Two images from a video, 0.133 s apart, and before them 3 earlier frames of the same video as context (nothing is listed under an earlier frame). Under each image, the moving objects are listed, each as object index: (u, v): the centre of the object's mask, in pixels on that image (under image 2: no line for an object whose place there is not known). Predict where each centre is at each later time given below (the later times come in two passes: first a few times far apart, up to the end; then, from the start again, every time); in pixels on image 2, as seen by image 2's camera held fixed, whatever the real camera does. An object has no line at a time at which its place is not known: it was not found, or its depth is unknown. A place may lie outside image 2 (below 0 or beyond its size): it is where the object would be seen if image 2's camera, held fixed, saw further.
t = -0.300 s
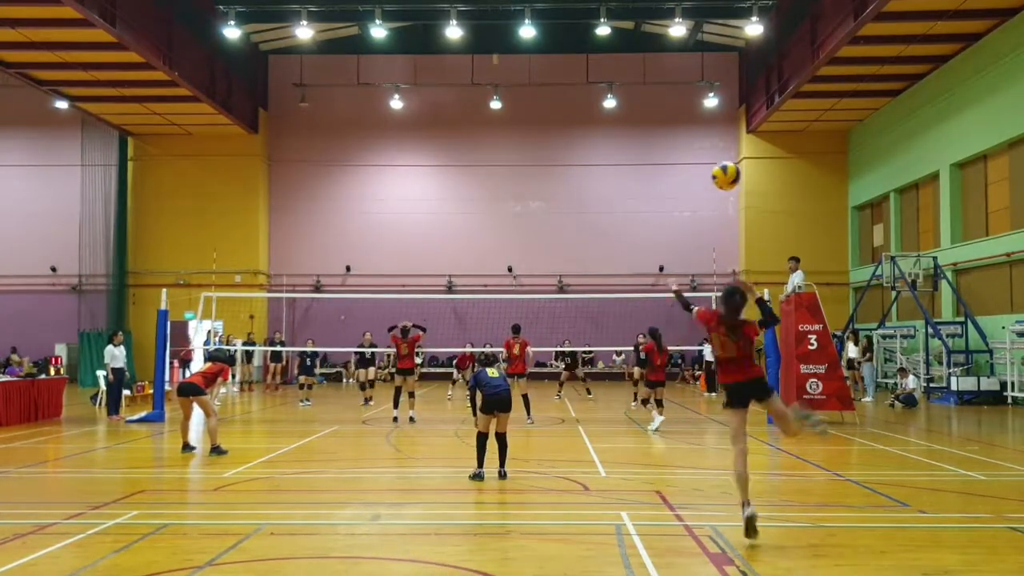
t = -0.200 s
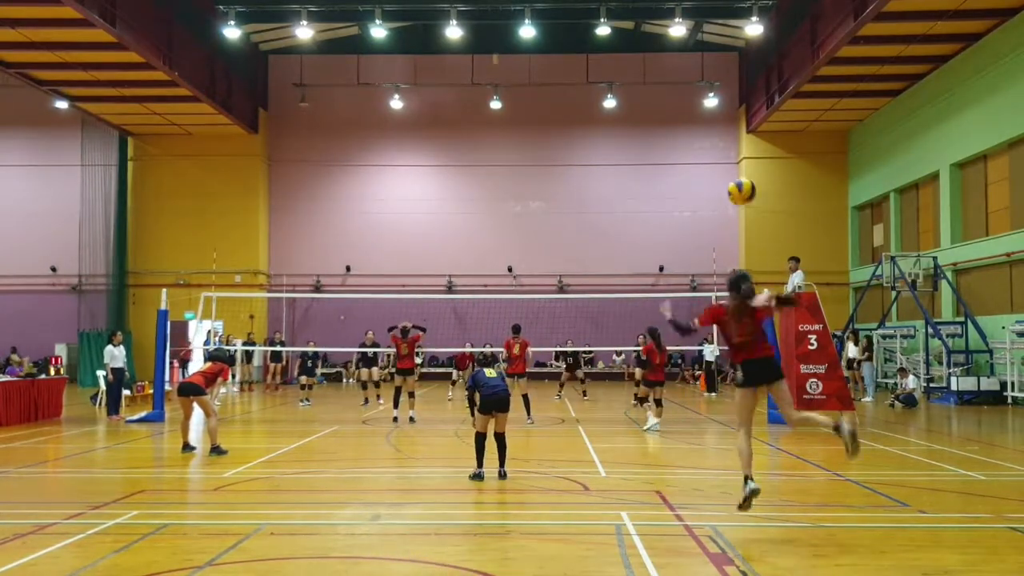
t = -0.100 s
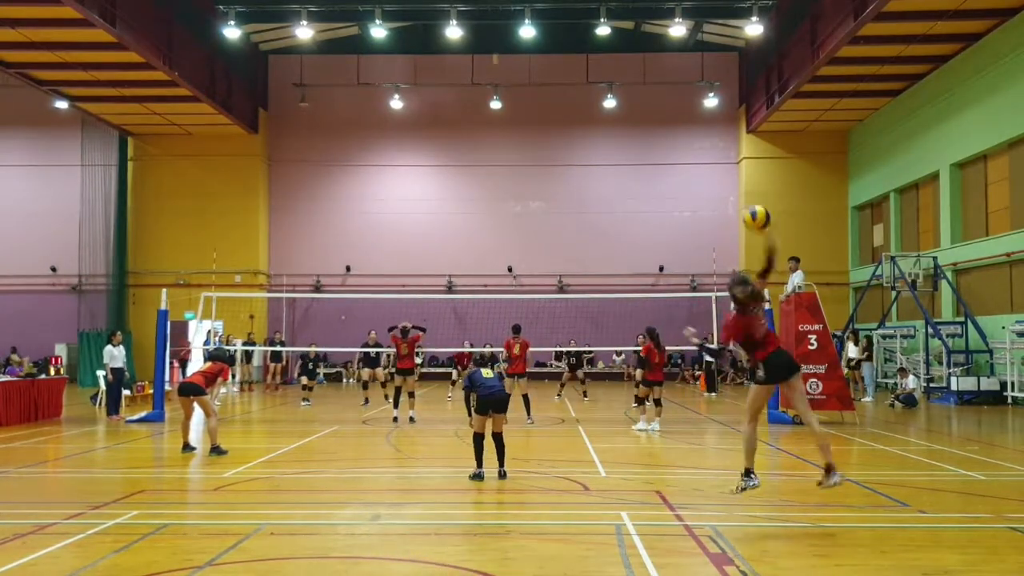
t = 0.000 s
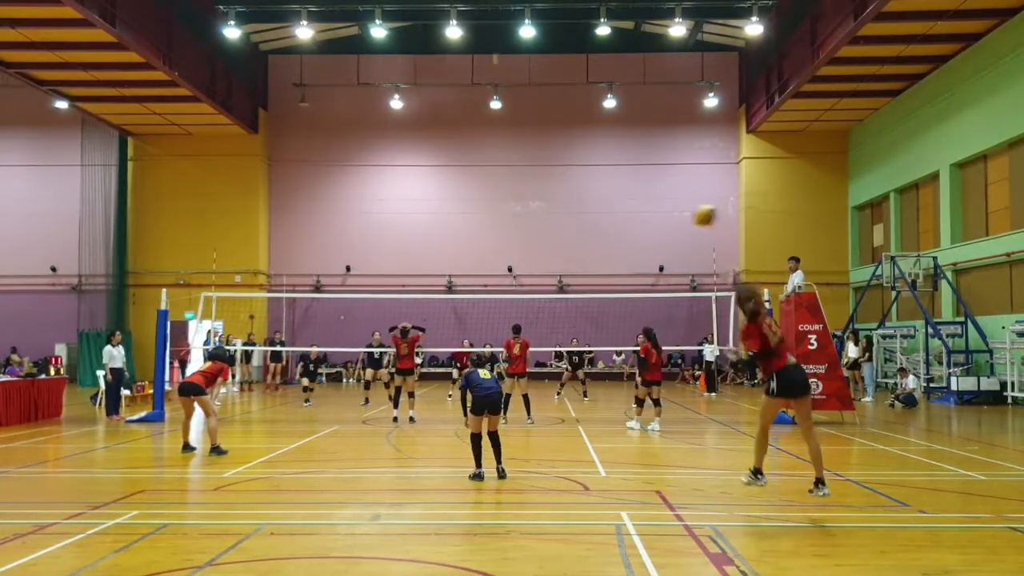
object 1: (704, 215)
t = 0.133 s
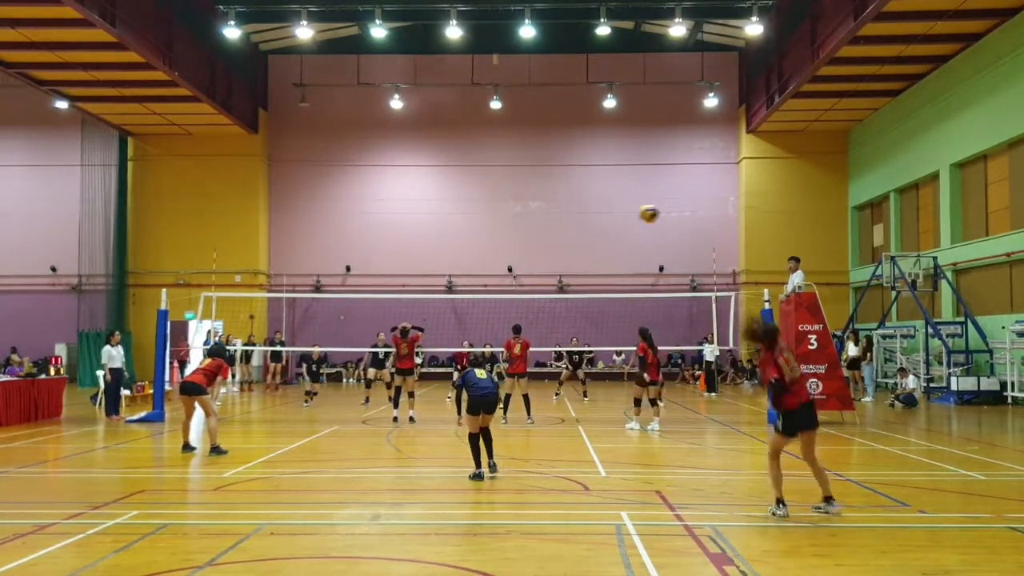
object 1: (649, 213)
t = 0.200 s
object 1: (628, 216)
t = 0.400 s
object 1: (577, 242)
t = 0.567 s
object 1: (548, 274)
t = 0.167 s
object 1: (638, 215)
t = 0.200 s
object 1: (628, 216)
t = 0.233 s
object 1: (618, 219)
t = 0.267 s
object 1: (608, 223)
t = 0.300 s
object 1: (600, 226)
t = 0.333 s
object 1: (592, 231)
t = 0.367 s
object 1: (585, 236)
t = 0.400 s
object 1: (577, 242)
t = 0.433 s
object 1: (570, 248)
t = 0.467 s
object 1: (564, 254)
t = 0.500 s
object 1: (558, 260)
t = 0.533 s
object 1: (552, 268)
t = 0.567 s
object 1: (548, 274)
